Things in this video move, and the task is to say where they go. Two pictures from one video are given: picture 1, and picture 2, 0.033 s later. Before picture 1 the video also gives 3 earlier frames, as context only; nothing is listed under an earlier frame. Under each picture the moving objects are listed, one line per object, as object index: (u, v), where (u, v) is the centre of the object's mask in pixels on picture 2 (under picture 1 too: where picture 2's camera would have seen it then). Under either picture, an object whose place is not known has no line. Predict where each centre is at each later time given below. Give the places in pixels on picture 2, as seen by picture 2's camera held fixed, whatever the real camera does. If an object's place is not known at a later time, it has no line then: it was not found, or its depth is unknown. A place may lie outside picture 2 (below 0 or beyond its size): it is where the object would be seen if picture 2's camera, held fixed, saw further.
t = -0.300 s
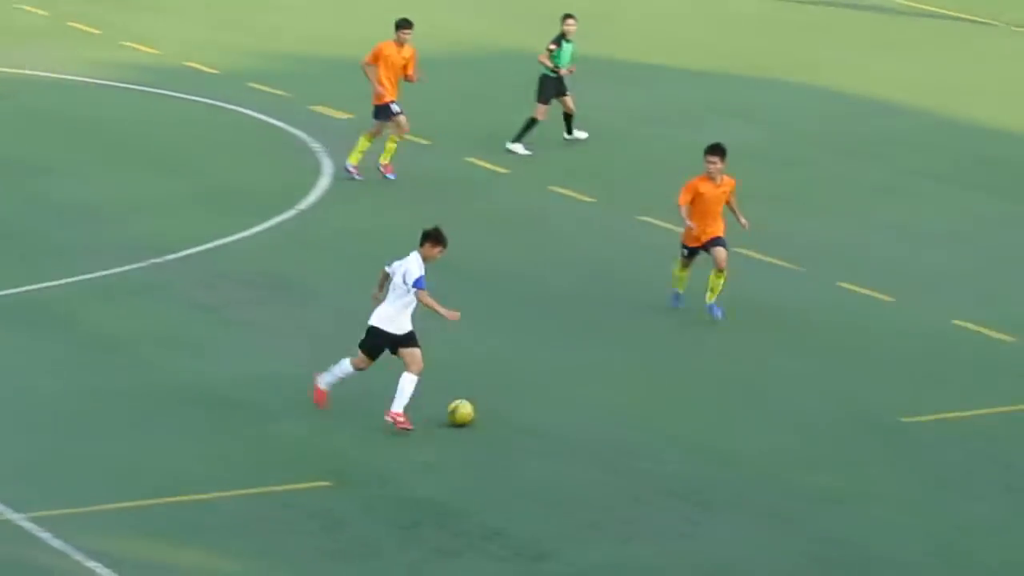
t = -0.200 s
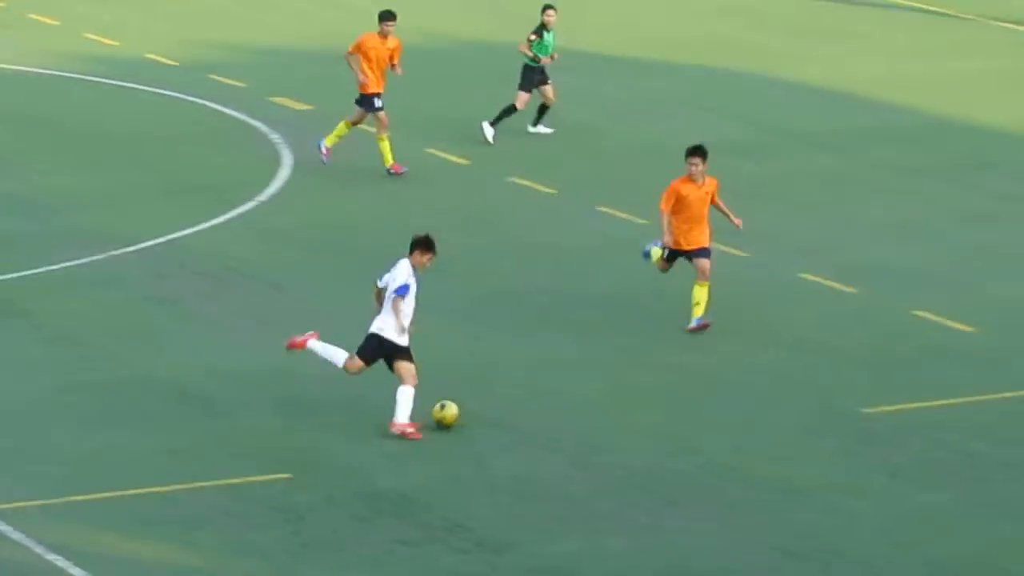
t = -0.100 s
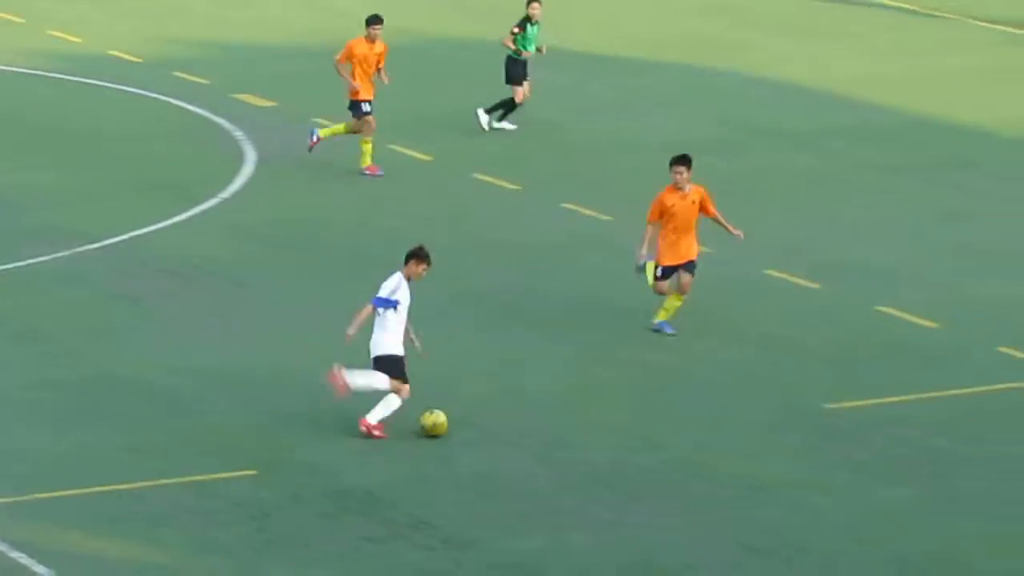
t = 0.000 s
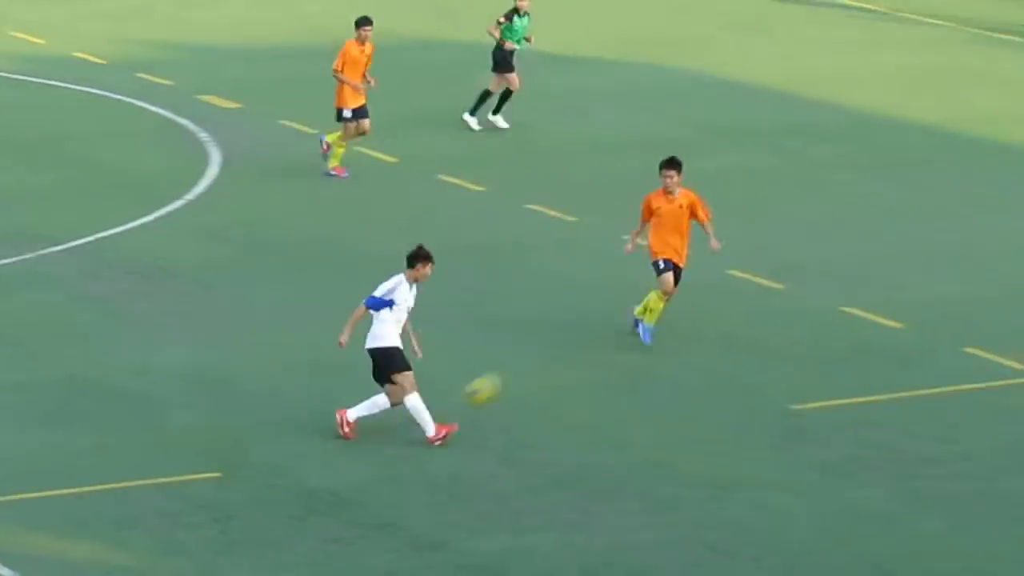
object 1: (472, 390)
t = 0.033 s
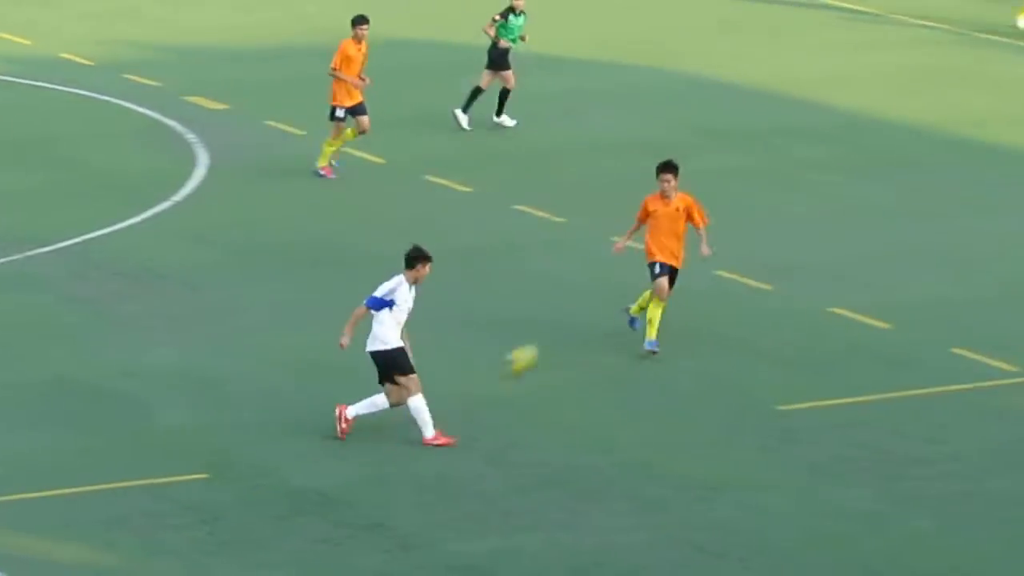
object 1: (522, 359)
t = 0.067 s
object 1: (571, 329)
